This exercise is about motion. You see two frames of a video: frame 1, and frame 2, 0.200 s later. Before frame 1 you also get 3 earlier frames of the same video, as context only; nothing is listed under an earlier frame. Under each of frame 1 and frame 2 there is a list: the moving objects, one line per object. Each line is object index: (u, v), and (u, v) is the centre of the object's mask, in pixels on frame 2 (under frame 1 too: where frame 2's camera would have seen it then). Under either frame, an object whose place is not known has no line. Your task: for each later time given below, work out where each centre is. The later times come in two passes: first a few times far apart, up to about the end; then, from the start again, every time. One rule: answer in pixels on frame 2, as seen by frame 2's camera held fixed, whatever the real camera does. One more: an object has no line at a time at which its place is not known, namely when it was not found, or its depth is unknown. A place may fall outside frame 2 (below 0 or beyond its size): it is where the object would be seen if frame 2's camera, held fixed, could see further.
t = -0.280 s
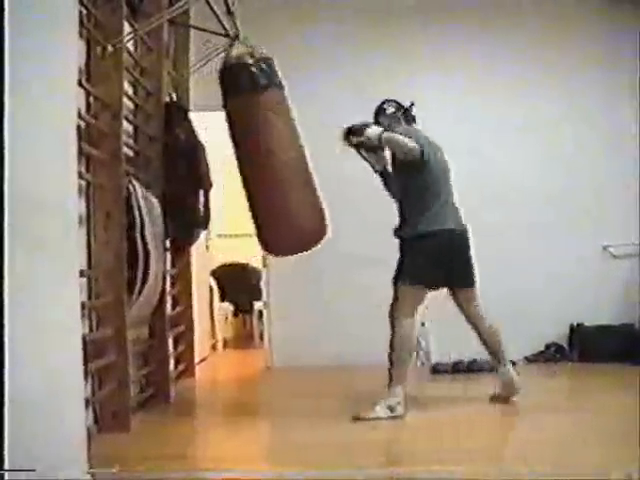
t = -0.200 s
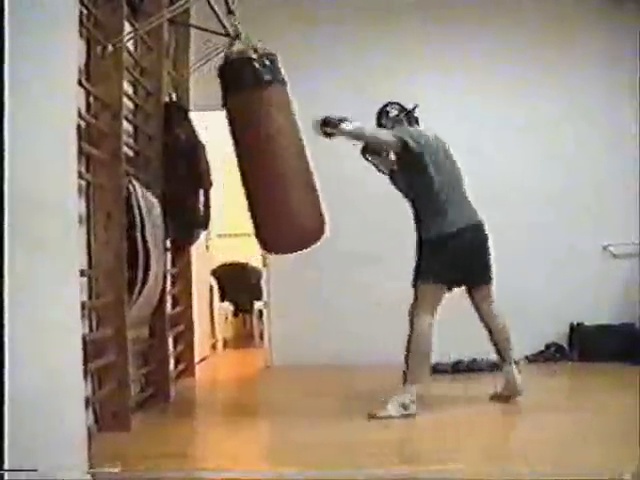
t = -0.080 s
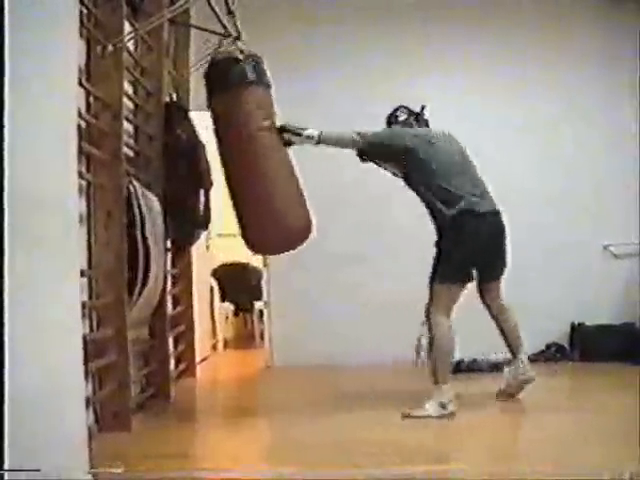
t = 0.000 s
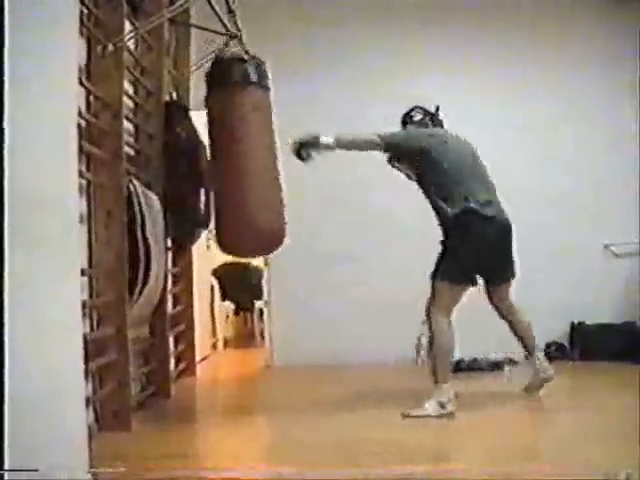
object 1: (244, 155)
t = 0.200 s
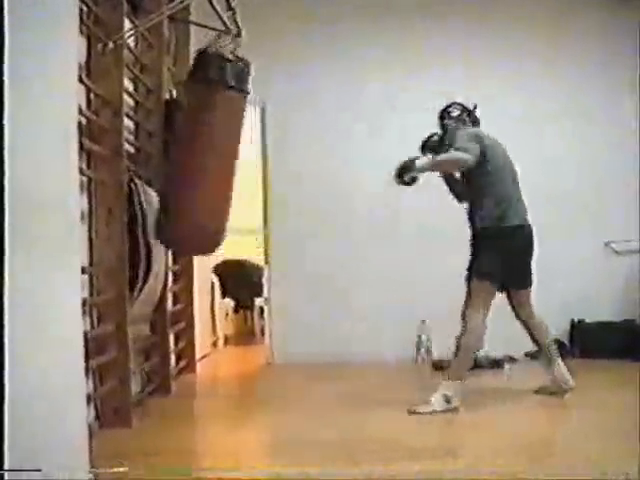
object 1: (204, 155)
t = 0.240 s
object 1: (196, 154)
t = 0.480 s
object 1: (188, 153)
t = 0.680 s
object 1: (211, 156)
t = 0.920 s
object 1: (252, 155)
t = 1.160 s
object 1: (275, 150)
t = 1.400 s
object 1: (276, 150)
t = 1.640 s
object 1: (256, 157)
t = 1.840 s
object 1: (226, 162)
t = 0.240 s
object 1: (196, 154)
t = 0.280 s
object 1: (190, 153)
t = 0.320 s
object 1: (186, 154)
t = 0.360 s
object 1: (181, 154)
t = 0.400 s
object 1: (181, 153)
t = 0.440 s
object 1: (184, 153)
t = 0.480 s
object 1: (188, 153)
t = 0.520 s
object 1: (192, 154)
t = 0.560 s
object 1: (196, 154)
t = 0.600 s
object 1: (201, 154)
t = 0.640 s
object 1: (207, 155)
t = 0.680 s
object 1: (211, 156)
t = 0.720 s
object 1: (219, 157)
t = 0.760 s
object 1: (226, 156)
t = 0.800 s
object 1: (233, 156)
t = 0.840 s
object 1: (240, 157)
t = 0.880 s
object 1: (247, 156)
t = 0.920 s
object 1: (252, 155)
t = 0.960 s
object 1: (257, 155)
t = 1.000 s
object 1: (261, 153)
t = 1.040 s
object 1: (265, 152)
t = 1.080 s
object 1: (269, 151)
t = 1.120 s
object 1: (272, 150)
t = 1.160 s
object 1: (275, 150)
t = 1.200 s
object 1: (278, 149)
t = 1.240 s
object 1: (280, 149)
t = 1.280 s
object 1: (280, 148)
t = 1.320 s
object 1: (279, 148)
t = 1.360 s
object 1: (278, 149)
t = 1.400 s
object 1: (276, 150)
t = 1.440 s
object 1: (274, 152)
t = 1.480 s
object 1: (272, 152)
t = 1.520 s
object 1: (269, 154)
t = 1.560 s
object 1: (265, 155)
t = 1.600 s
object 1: (261, 156)
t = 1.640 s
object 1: (256, 157)
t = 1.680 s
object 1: (250, 158)
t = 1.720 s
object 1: (245, 159)
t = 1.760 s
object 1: (238, 161)
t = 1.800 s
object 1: (233, 164)
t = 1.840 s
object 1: (226, 162)
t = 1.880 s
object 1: (220, 161)
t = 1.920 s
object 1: (215, 159)
